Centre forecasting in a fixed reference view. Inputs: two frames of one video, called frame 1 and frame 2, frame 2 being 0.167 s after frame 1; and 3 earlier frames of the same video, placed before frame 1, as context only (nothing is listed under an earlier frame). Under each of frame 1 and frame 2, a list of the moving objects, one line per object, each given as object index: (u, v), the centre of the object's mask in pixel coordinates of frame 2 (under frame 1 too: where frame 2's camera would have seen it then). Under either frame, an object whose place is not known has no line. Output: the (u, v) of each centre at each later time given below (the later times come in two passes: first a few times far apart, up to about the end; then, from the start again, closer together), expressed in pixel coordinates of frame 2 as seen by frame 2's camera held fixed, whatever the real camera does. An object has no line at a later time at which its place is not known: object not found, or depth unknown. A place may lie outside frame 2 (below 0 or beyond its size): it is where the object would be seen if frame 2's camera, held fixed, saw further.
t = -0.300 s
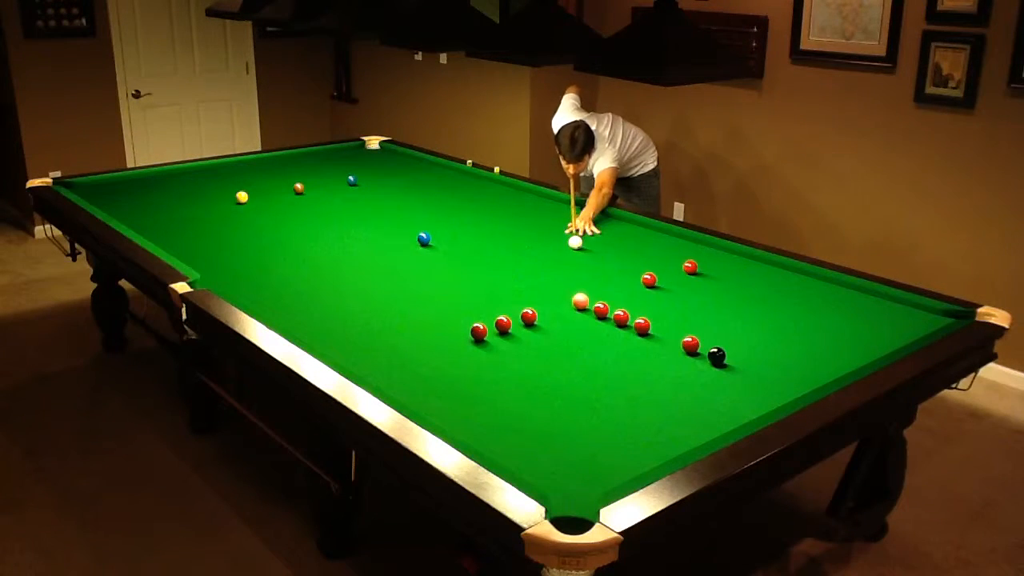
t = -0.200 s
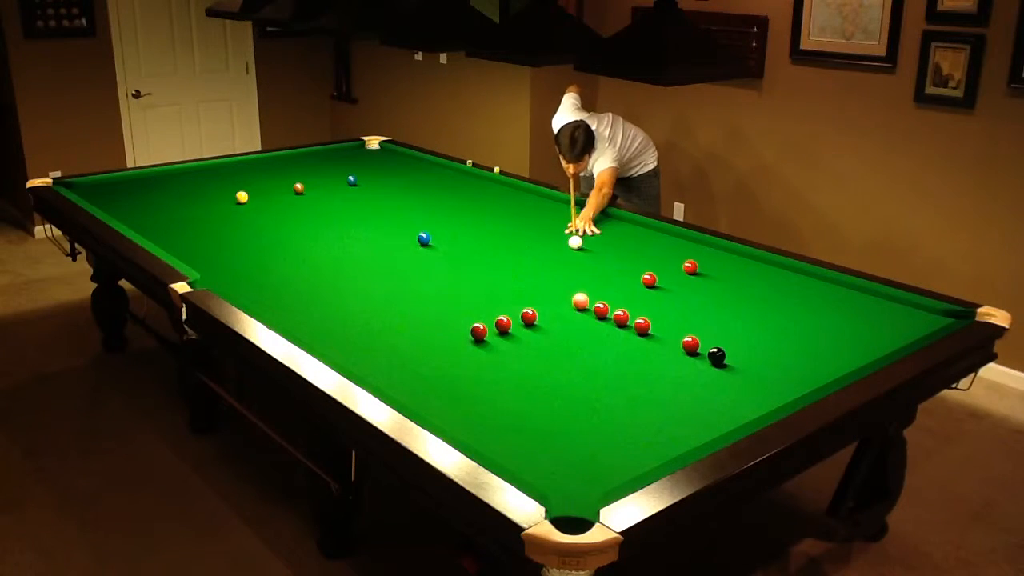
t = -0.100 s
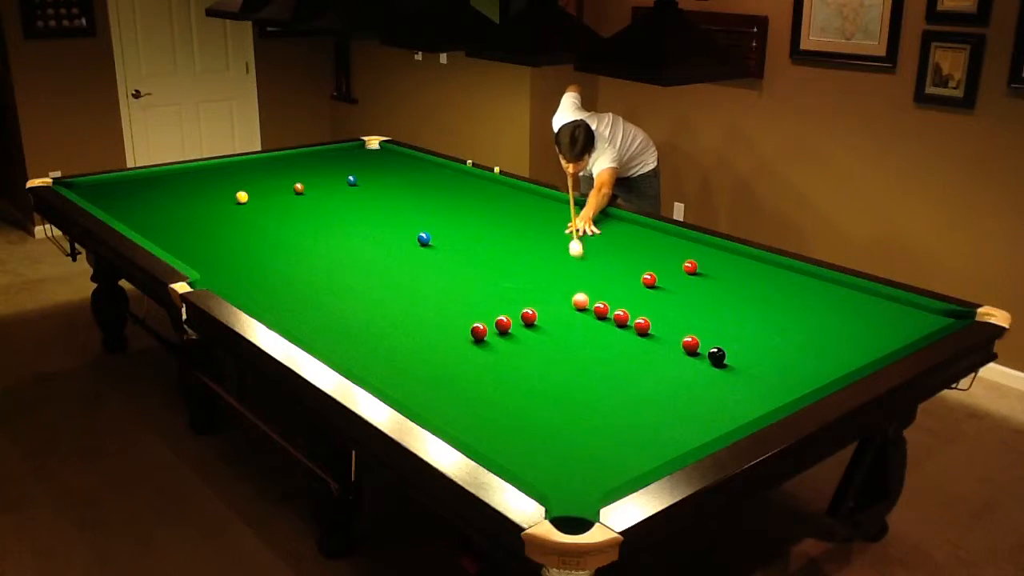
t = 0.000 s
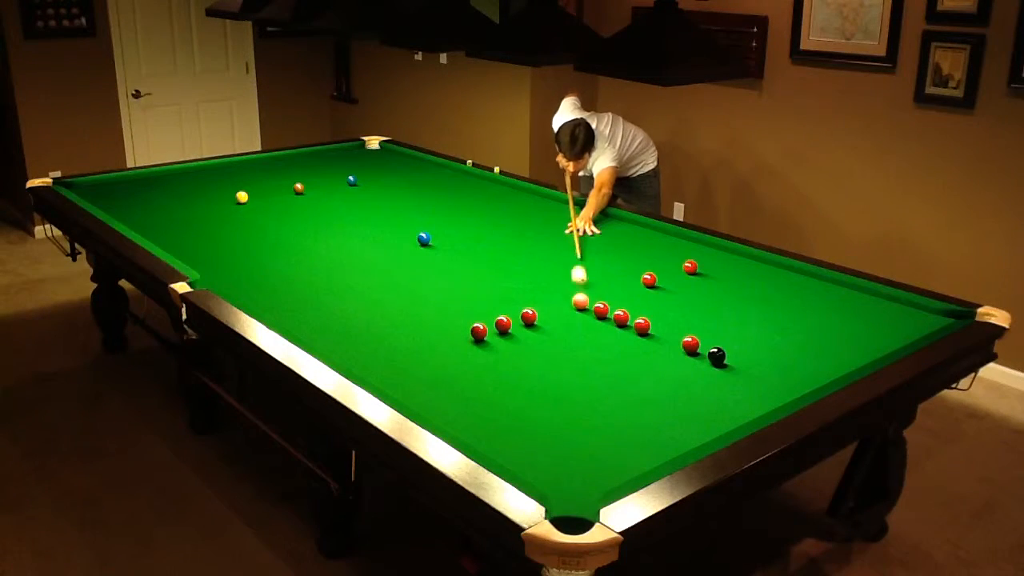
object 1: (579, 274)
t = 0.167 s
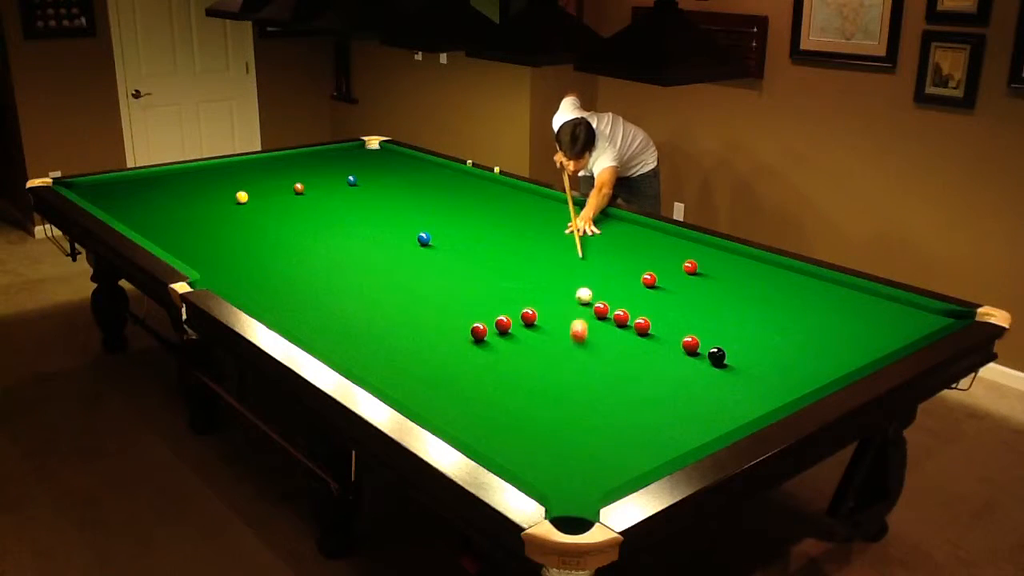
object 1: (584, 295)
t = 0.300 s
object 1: (587, 294)
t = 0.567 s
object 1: (592, 293)
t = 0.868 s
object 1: (596, 292)
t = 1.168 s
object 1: (597, 291)
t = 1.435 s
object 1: (597, 291)
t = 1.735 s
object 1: (597, 291)
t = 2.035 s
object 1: (597, 291)
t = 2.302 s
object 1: (598, 291)
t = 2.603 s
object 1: (597, 291)
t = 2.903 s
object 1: (597, 291)
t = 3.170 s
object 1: (597, 291)
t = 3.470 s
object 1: (597, 291)
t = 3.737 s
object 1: (597, 291)
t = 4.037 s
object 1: (597, 291)
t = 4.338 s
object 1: (597, 291)
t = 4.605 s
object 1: (597, 291)
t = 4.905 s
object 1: (597, 291)
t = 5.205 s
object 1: (597, 291)
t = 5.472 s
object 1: (597, 291)
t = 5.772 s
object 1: (598, 291)
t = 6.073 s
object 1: (598, 291)
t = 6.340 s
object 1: (597, 291)
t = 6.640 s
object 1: (597, 291)
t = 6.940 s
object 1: (597, 291)
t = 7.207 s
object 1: (597, 291)
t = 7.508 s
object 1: (597, 291)
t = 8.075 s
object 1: (598, 291)
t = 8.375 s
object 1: (597, 291)
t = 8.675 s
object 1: (597, 291)
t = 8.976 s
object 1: (597, 291)
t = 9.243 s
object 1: (598, 291)
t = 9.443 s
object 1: (598, 291)
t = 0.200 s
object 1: (584, 295)
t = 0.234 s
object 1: (585, 295)
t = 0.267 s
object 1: (586, 295)
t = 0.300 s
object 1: (587, 294)
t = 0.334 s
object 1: (588, 294)
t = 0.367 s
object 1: (588, 294)
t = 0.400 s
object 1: (589, 294)
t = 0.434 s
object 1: (590, 294)
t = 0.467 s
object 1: (590, 294)
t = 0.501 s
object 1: (591, 294)
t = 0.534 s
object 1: (592, 293)
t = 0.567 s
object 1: (592, 293)
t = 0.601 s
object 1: (593, 293)
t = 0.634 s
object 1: (593, 293)
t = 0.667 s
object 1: (593, 293)
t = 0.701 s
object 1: (594, 293)
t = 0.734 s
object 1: (594, 292)
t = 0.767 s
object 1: (594, 292)
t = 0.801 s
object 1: (595, 292)
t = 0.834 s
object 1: (595, 292)
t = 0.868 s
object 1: (596, 292)
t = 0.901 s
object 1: (596, 292)
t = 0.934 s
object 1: (596, 292)
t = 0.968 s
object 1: (596, 292)
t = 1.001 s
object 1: (597, 292)
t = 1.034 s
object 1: (597, 292)
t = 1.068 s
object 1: (597, 292)
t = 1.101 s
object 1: (597, 291)
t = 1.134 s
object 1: (597, 291)
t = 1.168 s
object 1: (597, 291)
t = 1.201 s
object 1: (597, 291)
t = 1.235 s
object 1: (597, 291)
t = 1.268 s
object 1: (597, 291)
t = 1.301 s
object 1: (597, 291)
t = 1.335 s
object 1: (598, 291)
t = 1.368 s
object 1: (597, 291)
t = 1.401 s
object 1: (597, 291)
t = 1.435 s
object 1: (597, 291)
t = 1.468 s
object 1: (597, 291)
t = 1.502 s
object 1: (598, 291)
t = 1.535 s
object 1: (597, 291)
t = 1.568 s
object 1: (597, 291)
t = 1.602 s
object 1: (597, 291)
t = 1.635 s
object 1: (597, 291)
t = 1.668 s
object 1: (597, 291)
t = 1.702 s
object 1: (598, 291)
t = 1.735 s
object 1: (597, 291)
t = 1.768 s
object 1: (597, 291)
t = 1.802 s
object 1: (597, 291)
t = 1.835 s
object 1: (598, 291)
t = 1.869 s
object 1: (597, 291)
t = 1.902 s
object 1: (598, 291)
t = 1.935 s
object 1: (598, 291)
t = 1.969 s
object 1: (598, 291)
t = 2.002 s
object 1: (598, 291)
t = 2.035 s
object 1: (597, 291)
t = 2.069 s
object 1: (597, 291)
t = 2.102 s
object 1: (597, 291)
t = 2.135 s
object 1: (597, 291)
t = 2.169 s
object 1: (597, 291)
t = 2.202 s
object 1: (597, 291)
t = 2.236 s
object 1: (597, 291)
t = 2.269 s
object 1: (598, 291)
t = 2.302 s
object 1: (598, 291)
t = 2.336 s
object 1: (597, 291)
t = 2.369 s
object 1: (597, 291)
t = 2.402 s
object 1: (597, 291)
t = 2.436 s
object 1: (597, 291)
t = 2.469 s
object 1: (597, 292)
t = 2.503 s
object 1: (597, 292)
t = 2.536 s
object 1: (598, 292)
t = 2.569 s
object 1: (597, 291)
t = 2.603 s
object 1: (597, 291)
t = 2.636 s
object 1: (597, 291)
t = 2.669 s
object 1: (597, 291)
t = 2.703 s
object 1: (597, 291)
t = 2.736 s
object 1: (597, 291)
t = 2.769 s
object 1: (597, 291)
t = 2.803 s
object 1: (597, 291)
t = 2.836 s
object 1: (597, 291)
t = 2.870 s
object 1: (597, 291)
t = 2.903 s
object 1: (597, 291)
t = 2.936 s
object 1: (597, 291)
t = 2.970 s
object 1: (597, 291)
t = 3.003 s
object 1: (597, 291)
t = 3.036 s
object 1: (597, 291)
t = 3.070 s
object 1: (597, 291)
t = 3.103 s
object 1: (597, 291)
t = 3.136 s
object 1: (597, 291)
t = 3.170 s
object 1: (597, 291)
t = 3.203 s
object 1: (597, 291)
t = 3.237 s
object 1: (597, 291)
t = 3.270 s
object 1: (597, 291)
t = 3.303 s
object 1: (597, 291)
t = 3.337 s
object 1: (597, 291)
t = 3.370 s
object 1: (597, 291)
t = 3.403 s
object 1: (597, 291)
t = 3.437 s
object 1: (597, 291)
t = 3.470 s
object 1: (597, 291)
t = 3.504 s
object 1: (597, 291)
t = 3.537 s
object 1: (597, 291)
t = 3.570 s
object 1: (597, 291)
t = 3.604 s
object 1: (597, 291)
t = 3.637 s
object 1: (597, 291)
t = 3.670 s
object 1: (597, 291)
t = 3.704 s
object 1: (597, 291)
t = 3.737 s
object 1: (597, 291)
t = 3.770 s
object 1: (597, 291)
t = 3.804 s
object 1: (597, 291)
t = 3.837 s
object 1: (597, 291)
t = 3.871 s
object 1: (597, 291)
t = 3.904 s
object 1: (597, 291)
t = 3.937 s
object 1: (597, 291)
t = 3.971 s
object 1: (597, 291)
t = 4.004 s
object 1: (597, 291)
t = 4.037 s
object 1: (597, 291)
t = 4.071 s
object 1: (597, 291)
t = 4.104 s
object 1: (597, 291)
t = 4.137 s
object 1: (597, 291)
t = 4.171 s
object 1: (597, 291)
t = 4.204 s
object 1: (597, 291)
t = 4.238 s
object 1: (597, 291)
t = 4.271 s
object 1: (597, 291)
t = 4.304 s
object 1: (597, 291)
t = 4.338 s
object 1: (597, 291)
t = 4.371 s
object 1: (597, 291)
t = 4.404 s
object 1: (597, 291)
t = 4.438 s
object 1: (597, 291)
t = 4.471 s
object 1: (597, 291)
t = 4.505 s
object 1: (597, 291)
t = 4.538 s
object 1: (597, 291)
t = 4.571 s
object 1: (597, 291)
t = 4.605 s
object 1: (597, 291)
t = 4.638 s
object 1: (597, 291)
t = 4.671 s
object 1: (597, 291)
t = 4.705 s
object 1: (597, 291)
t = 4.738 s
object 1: (597, 291)
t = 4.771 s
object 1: (597, 291)
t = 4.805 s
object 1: (597, 291)
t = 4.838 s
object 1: (597, 291)
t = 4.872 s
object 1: (597, 291)
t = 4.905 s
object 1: (597, 291)
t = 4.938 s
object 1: (597, 291)
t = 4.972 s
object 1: (597, 291)
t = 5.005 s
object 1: (597, 291)
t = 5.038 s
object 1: (597, 291)
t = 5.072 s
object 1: (597, 291)
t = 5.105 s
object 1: (597, 291)
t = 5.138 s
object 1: (597, 291)
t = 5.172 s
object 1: (597, 291)
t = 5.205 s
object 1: (597, 291)
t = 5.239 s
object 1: (597, 291)
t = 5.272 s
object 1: (597, 291)
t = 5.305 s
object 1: (597, 291)
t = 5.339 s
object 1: (597, 291)
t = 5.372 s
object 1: (597, 291)
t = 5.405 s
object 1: (597, 291)
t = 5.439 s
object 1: (597, 291)
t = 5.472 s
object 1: (597, 291)
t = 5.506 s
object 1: (597, 291)
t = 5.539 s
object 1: (597, 291)
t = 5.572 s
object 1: (597, 291)
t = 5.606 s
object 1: (597, 291)
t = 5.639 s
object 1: (598, 292)
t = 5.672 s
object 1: (597, 291)
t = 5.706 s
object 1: (598, 291)
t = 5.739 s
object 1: (597, 291)
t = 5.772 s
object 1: (598, 291)
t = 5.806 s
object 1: (597, 291)
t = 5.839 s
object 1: (597, 291)
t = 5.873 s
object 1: (598, 291)
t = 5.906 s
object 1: (597, 291)
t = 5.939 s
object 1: (598, 291)
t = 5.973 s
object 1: (598, 291)
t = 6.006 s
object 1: (597, 291)
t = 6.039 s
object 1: (598, 291)
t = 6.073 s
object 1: (598, 291)
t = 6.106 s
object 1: (597, 291)
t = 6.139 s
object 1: (597, 291)
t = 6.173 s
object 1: (597, 291)
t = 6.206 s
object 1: (598, 291)
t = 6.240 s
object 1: (597, 291)
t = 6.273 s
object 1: (597, 291)
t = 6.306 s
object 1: (598, 291)
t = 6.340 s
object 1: (597, 291)
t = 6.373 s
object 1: (597, 291)
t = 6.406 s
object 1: (597, 291)
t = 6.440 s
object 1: (597, 291)
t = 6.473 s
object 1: (598, 291)
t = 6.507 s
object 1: (598, 291)
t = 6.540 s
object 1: (597, 291)
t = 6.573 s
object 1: (597, 291)
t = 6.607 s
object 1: (598, 291)
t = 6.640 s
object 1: (597, 291)
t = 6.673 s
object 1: (597, 291)
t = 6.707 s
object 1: (597, 291)
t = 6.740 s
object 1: (597, 291)
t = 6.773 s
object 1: (597, 291)
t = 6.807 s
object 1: (597, 291)
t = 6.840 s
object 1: (597, 291)
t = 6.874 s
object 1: (597, 291)
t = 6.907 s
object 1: (597, 291)
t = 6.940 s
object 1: (597, 291)
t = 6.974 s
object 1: (597, 291)
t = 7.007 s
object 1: (597, 291)
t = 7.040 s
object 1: (597, 291)
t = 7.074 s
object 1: (597, 291)
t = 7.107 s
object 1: (597, 291)
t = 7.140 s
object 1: (597, 291)
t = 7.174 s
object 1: (597, 291)
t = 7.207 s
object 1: (597, 291)
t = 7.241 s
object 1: (597, 291)
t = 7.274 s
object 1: (597, 291)
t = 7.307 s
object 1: (597, 291)
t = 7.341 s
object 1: (597, 291)
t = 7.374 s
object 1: (597, 291)
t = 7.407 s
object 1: (597, 291)
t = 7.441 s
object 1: (597, 291)
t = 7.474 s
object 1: (597, 291)
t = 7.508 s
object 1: (597, 291)
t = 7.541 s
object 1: (597, 291)
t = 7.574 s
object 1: (597, 291)
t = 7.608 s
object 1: (596, 294)
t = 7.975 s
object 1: (598, 289)
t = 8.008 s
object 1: (598, 291)
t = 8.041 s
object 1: (598, 291)
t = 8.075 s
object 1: (598, 291)
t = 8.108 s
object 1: (598, 291)
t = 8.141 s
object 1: (598, 291)
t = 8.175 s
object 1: (598, 291)
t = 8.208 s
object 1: (598, 291)
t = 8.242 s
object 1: (598, 291)
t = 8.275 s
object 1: (598, 291)
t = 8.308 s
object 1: (598, 291)
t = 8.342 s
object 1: (597, 291)
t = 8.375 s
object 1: (597, 291)
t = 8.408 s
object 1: (597, 291)
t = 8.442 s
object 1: (597, 291)
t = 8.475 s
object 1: (597, 291)
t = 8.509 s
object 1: (597, 291)
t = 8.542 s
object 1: (597, 291)
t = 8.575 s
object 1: (598, 291)
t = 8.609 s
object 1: (597, 291)
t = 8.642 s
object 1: (597, 291)
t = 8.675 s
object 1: (597, 291)
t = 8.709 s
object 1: (597, 291)
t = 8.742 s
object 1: (597, 291)
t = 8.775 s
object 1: (598, 291)
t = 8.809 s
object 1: (598, 289)
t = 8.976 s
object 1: (597, 291)
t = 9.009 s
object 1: (598, 291)
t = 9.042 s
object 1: (598, 291)
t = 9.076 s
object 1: (598, 291)
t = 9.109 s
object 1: (598, 291)
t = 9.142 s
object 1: (598, 291)
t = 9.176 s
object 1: (597, 291)
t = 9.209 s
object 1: (598, 291)
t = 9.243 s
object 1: (598, 291)
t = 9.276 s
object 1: (598, 291)
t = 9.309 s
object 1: (598, 291)
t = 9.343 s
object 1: (598, 291)
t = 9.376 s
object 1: (598, 291)
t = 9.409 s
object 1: (598, 291)
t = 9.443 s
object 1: (598, 291)
